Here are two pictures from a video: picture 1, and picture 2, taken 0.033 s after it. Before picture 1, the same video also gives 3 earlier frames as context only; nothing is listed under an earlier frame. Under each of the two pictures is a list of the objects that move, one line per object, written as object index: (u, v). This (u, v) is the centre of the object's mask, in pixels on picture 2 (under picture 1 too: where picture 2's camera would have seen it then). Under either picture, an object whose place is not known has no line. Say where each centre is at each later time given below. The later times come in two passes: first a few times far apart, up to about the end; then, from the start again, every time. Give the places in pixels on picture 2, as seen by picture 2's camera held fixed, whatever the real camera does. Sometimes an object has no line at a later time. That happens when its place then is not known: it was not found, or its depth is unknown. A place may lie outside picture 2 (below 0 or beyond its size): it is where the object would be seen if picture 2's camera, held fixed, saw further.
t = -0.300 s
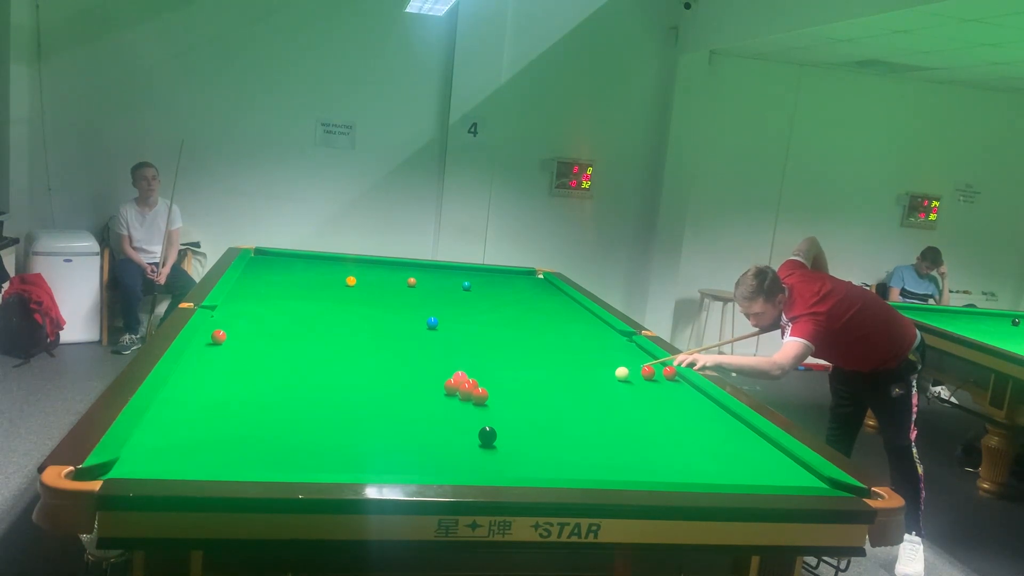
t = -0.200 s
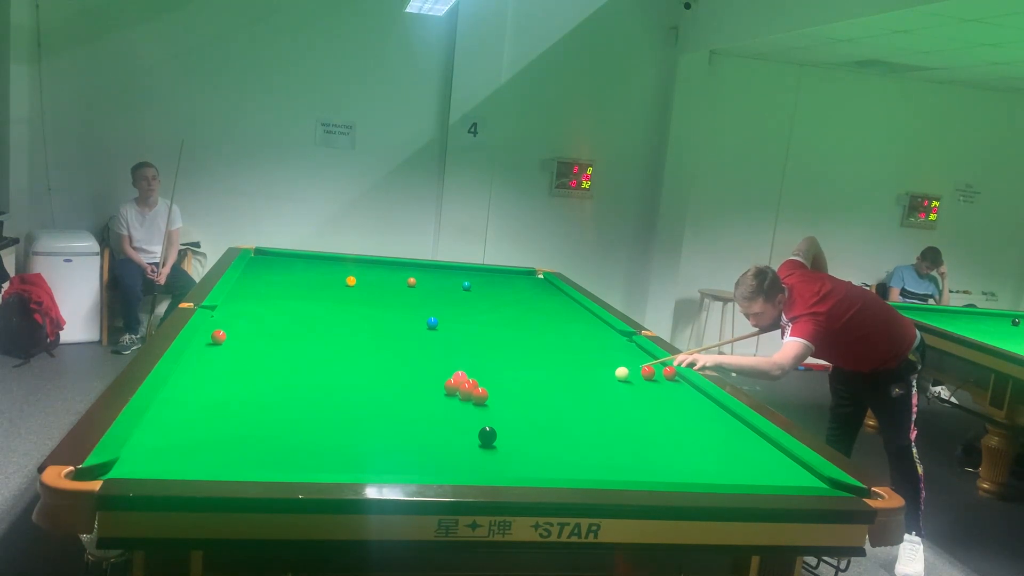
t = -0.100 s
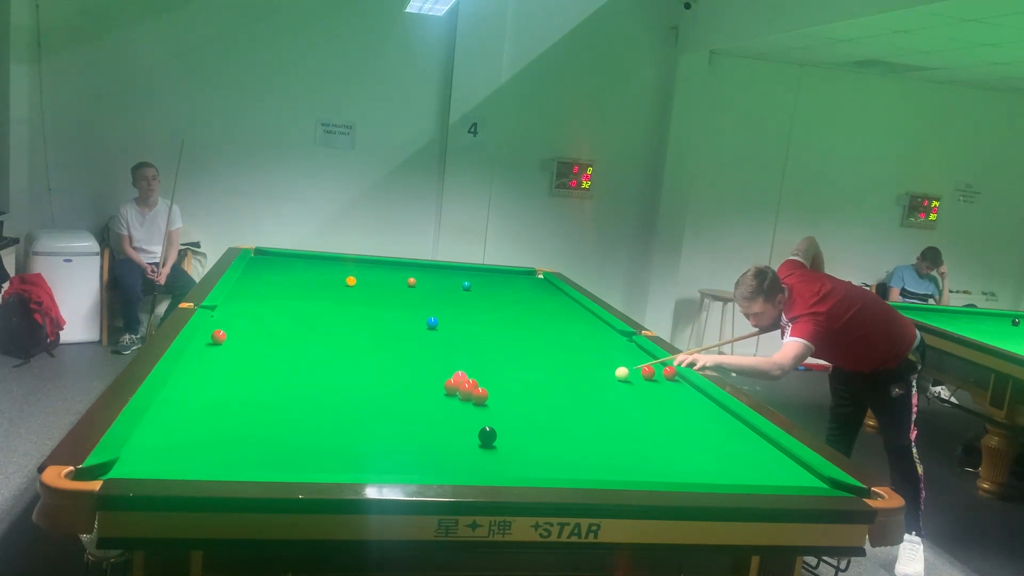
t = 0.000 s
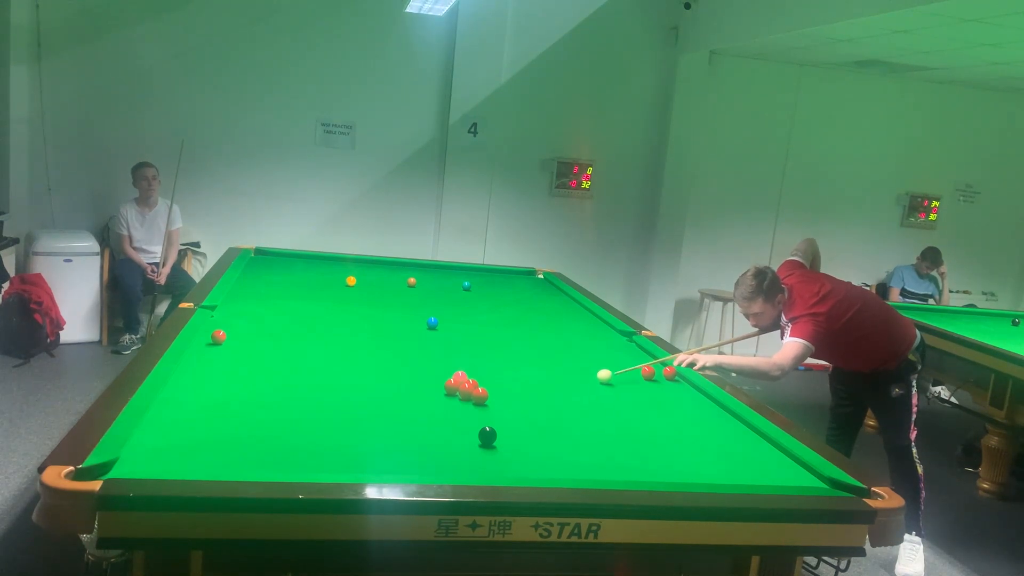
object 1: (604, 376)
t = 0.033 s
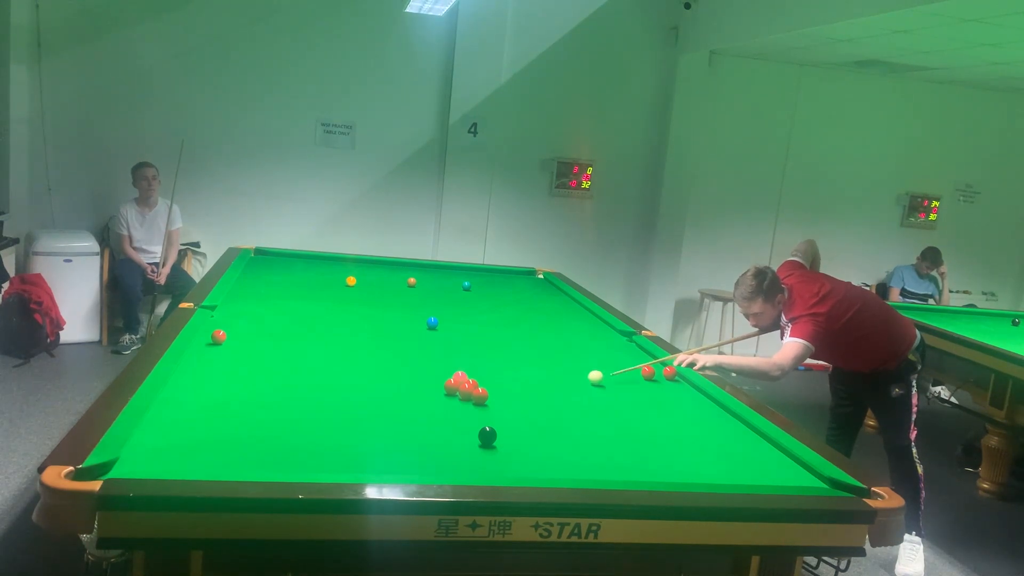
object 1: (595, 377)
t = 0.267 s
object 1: (530, 388)
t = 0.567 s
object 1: (482, 393)
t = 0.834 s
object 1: (472, 396)
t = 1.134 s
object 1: (462, 398)
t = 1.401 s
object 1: (454, 400)
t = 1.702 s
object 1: (446, 403)
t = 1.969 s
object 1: (439, 404)
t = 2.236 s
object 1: (434, 405)
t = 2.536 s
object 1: (431, 406)
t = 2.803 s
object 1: (428, 407)
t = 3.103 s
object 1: (427, 407)
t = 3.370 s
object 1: (427, 407)
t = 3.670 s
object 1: (427, 407)
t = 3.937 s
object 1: (427, 407)
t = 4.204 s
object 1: (427, 407)
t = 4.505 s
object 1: (427, 407)
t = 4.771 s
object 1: (427, 407)
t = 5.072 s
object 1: (427, 407)
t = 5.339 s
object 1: (427, 406)
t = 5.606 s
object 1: (427, 407)
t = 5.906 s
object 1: (427, 407)
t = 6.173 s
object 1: (427, 406)
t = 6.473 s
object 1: (427, 407)
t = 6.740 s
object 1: (427, 407)
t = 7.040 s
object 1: (427, 407)
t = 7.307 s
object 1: (427, 407)
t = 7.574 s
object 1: (427, 407)
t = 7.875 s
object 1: (427, 406)
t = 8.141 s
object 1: (427, 406)
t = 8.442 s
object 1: (427, 406)
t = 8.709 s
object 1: (427, 406)
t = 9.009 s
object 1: (427, 407)
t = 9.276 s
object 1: (427, 407)
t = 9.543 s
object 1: (427, 407)
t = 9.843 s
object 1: (427, 407)
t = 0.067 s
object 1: (586, 379)
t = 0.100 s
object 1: (577, 380)
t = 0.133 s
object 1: (568, 381)
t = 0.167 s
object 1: (559, 383)
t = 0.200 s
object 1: (549, 384)
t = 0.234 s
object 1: (540, 386)
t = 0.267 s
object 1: (530, 388)
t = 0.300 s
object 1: (520, 389)
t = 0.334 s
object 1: (510, 391)
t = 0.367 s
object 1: (499, 392)
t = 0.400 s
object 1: (491, 393)
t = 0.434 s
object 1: (489, 393)
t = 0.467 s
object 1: (487, 393)
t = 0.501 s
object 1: (484, 393)
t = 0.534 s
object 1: (482, 393)
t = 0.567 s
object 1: (482, 393)
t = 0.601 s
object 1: (481, 394)
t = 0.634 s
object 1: (479, 394)
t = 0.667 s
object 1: (478, 395)
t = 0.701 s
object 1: (477, 395)
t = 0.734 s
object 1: (476, 395)
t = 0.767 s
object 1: (474, 395)
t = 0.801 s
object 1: (473, 396)
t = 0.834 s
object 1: (472, 396)
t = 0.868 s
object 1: (471, 396)
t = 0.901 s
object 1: (470, 397)
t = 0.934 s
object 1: (469, 397)
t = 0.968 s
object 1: (468, 397)
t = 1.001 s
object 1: (466, 397)
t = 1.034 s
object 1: (465, 398)
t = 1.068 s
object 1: (464, 398)
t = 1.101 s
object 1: (463, 398)
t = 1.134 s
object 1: (462, 398)
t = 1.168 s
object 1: (461, 399)
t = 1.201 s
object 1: (460, 399)
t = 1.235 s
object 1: (459, 399)
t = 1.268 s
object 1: (458, 400)
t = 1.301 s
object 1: (456, 400)
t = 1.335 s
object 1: (456, 400)
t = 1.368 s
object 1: (455, 400)
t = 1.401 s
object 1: (454, 400)
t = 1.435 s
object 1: (453, 401)
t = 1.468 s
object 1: (452, 401)
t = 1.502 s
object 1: (451, 402)
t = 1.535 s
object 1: (450, 401)
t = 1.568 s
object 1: (449, 401)
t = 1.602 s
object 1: (448, 402)
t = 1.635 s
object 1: (447, 402)
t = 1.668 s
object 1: (446, 402)
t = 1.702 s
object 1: (446, 403)
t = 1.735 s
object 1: (445, 403)
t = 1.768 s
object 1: (444, 403)
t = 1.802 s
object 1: (443, 403)
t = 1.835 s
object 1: (442, 403)
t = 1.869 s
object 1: (441, 403)
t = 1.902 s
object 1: (441, 403)
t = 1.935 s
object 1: (440, 403)
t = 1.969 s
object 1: (439, 404)
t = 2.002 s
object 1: (439, 404)
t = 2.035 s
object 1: (438, 404)
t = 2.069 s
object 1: (437, 404)
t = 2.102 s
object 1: (437, 404)
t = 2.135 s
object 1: (436, 405)
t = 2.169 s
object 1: (435, 405)
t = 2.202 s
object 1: (435, 405)
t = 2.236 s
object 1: (434, 405)
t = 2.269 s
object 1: (434, 405)
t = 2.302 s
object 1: (433, 405)
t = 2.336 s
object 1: (433, 406)
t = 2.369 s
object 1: (432, 406)
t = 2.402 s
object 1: (432, 406)
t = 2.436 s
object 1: (432, 406)
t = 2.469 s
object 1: (431, 406)
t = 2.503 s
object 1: (431, 406)
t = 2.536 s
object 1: (431, 406)
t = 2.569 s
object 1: (430, 406)
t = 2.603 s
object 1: (430, 406)
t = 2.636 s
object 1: (430, 407)
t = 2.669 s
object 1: (429, 407)
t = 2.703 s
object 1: (429, 407)
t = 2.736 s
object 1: (429, 407)
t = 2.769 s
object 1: (429, 407)
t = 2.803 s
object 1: (428, 407)
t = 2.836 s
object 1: (428, 407)
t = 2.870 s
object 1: (428, 407)
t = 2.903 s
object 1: (428, 407)
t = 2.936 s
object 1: (427, 407)
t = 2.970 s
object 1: (427, 407)
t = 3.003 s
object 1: (427, 407)
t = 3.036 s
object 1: (427, 407)
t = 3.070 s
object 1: (427, 407)
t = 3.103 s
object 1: (427, 407)
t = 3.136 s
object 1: (427, 407)
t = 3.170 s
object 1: (427, 407)
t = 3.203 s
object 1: (427, 407)
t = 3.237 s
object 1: (427, 407)
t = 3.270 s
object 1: (427, 407)
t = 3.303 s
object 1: (427, 407)
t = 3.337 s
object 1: (427, 407)
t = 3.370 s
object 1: (427, 407)
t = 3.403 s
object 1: (427, 407)
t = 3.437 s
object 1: (427, 407)
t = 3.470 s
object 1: (427, 407)
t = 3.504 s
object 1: (427, 407)
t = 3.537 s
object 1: (427, 407)
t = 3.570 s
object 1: (427, 407)
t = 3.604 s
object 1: (427, 407)
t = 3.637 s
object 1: (427, 407)
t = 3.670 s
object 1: (427, 407)
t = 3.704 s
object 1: (427, 407)
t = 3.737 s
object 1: (427, 407)
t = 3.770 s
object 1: (427, 407)
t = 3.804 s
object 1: (427, 407)
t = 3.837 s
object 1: (427, 407)
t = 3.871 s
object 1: (427, 407)
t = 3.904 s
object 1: (427, 407)
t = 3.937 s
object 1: (427, 407)
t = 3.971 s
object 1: (427, 407)
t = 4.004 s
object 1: (427, 407)
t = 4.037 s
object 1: (427, 407)
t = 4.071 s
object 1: (427, 407)
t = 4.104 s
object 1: (427, 407)
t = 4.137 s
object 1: (427, 407)
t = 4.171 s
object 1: (427, 407)
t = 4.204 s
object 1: (427, 407)
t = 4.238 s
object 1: (427, 407)
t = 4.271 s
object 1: (427, 407)
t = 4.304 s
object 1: (427, 407)
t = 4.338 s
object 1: (427, 407)
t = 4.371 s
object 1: (427, 407)
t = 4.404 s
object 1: (427, 407)
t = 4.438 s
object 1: (427, 407)
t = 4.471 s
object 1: (427, 407)
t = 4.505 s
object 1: (427, 407)
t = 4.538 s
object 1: (427, 407)
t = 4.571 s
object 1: (427, 407)
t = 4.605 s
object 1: (427, 407)
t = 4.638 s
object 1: (427, 407)
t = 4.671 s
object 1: (427, 407)
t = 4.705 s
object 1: (427, 407)
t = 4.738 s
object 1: (427, 407)
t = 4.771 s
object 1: (427, 407)
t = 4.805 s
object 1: (427, 407)
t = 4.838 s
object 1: (427, 407)
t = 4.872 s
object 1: (427, 407)
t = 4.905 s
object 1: (427, 407)
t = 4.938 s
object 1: (427, 407)
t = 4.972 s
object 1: (427, 407)
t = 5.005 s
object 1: (427, 407)
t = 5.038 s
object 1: (427, 407)
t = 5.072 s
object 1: (427, 407)
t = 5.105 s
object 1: (427, 407)
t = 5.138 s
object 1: (427, 407)
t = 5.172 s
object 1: (427, 407)
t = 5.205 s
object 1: (427, 406)
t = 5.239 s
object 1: (427, 406)
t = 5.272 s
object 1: (427, 406)
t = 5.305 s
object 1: (427, 406)
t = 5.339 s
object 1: (427, 406)
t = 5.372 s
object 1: (427, 406)
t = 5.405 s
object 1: (427, 406)
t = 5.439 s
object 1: (427, 406)
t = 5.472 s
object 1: (427, 406)
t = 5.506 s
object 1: (427, 406)
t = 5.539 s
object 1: (427, 406)
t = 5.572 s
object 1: (427, 407)
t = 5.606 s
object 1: (427, 407)
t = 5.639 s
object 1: (427, 407)
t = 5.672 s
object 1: (427, 407)
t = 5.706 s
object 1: (427, 407)
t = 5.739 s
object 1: (427, 406)
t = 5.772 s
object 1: (427, 407)
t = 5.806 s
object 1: (427, 407)
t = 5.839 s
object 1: (427, 407)
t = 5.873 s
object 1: (427, 407)
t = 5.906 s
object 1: (427, 407)
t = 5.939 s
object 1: (427, 407)
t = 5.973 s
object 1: (427, 407)
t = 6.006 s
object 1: (427, 407)
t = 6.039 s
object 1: (427, 407)
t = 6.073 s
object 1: (427, 407)
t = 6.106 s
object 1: (427, 407)
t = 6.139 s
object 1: (427, 406)
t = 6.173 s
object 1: (427, 406)
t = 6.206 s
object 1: (427, 407)
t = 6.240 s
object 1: (427, 407)
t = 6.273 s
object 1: (427, 407)
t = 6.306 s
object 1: (427, 406)
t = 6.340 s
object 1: (427, 406)
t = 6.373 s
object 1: (427, 407)
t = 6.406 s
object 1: (427, 407)
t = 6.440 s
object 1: (427, 407)
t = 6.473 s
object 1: (427, 407)
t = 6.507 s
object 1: (427, 407)
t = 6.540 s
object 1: (427, 407)
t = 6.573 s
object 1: (427, 407)
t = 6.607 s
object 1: (427, 407)
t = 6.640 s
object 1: (427, 407)
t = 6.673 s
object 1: (427, 407)
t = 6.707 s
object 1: (427, 407)
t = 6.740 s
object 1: (427, 407)
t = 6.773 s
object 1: (427, 407)
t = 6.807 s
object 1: (427, 406)
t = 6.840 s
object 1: (427, 407)
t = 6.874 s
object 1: (427, 407)
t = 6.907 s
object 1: (427, 407)
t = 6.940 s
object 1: (427, 407)
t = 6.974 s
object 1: (427, 407)
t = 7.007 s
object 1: (427, 407)
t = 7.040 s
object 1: (427, 407)
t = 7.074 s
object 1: (427, 407)
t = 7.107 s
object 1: (427, 407)
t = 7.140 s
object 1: (427, 407)
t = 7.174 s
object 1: (427, 407)
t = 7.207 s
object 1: (427, 407)
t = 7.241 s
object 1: (427, 407)
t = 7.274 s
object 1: (427, 407)
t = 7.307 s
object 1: (427, 407)
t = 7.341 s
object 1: (427, 407)
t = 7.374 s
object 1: (427, 407)
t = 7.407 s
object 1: (427, 407)
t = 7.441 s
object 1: (427, 407)
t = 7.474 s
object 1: (427, 407)
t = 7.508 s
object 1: (427, 407)
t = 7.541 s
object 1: (427, 407)
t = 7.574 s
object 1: (427, 407)
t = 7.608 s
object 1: (427, 407)
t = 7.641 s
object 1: (427, 407)
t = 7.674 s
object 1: (427, 407)
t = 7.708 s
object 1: (427, 407)
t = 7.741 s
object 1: (427, 407)
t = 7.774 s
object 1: (427, 407)
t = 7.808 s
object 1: (427, 407)
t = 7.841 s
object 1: (427, 407)
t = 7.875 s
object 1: (427, 406)
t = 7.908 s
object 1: (427, 406)
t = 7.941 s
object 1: (427, 406)
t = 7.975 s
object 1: (427, 406)
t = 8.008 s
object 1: (427, 406)
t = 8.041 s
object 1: (427, 406)
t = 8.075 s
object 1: (427, 406)
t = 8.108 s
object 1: (427, 406)
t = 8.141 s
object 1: (427, 406)
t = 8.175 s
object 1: (427, 406)
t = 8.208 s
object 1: (427, 406)
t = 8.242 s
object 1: (427, 406)
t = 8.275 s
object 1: (427, 406)
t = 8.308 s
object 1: (427, 406)
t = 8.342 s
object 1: (427, 406)
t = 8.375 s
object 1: (427, 406)
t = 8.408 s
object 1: (427, 406)
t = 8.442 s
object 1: (427, 406)
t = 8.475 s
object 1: (427, 406)
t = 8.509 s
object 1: (427, 406)
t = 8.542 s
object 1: (427, 406)
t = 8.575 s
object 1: (427, 406)
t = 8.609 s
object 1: (427, 406)
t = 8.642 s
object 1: (427, 406)
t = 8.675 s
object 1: (427, 406)
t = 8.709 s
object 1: (427, 406)
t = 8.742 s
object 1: (427, 407)
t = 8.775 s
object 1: (427, 406)
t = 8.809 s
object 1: (427, 406)
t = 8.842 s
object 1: (427, 406)
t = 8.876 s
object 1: (427, 406)
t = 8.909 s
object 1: (427, 407)
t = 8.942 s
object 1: (427, 407)
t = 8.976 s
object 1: (427, 407)
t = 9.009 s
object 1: (427, 407)
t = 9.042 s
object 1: (427, 406)
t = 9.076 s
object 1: (427, 407)
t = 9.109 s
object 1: (427, 407)
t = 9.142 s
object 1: (427, 407)
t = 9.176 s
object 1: (427, 407)
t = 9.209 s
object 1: (427, 407)
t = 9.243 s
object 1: (427, 407)
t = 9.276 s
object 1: (427, 407)
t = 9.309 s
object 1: (427, 407)
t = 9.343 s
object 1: (427, 407)
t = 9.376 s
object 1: (427, 407)
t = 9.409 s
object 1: (427, 407)
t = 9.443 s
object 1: (427, 407)
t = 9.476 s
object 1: (427, 407)
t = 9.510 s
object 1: (427, 407)
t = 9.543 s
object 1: (427, 407)
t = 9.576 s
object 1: (427, 407)
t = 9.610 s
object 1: (427, 407)
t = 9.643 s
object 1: (427, 407)
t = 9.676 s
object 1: (427, 407)
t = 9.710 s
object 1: (427, 407)
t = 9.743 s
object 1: (427, 407)
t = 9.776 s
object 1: (427, 407)
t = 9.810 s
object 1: (427, 407)
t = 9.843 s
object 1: (427, 407)
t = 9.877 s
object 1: (427, 407)
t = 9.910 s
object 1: (427, 407)
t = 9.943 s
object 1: (427, 407)
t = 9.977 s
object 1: (427, 407)
